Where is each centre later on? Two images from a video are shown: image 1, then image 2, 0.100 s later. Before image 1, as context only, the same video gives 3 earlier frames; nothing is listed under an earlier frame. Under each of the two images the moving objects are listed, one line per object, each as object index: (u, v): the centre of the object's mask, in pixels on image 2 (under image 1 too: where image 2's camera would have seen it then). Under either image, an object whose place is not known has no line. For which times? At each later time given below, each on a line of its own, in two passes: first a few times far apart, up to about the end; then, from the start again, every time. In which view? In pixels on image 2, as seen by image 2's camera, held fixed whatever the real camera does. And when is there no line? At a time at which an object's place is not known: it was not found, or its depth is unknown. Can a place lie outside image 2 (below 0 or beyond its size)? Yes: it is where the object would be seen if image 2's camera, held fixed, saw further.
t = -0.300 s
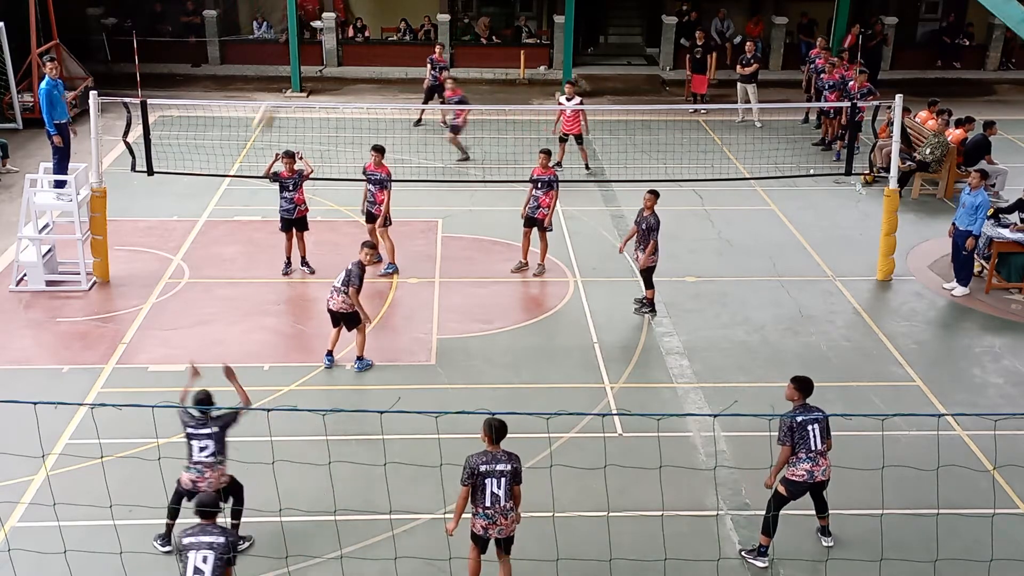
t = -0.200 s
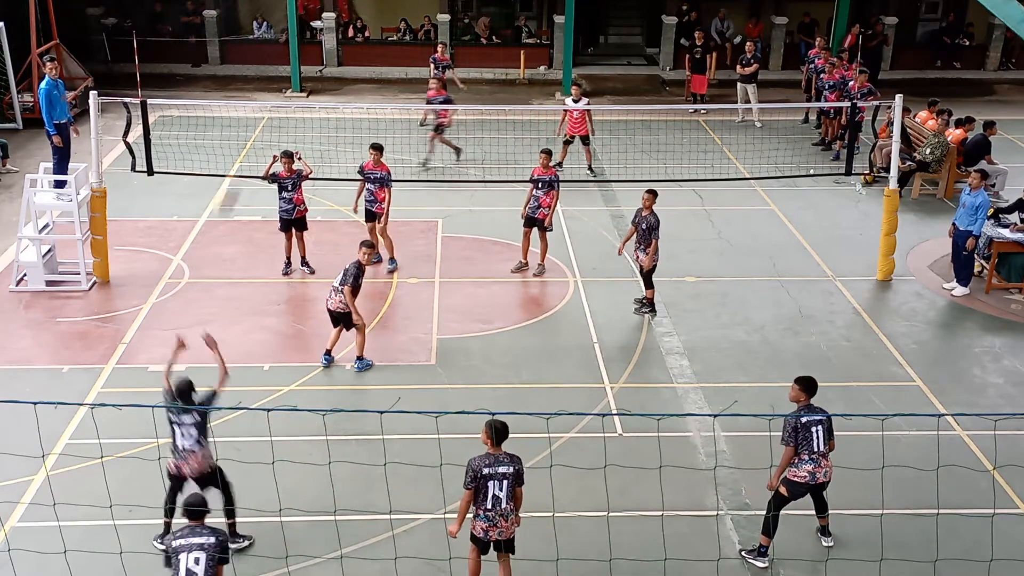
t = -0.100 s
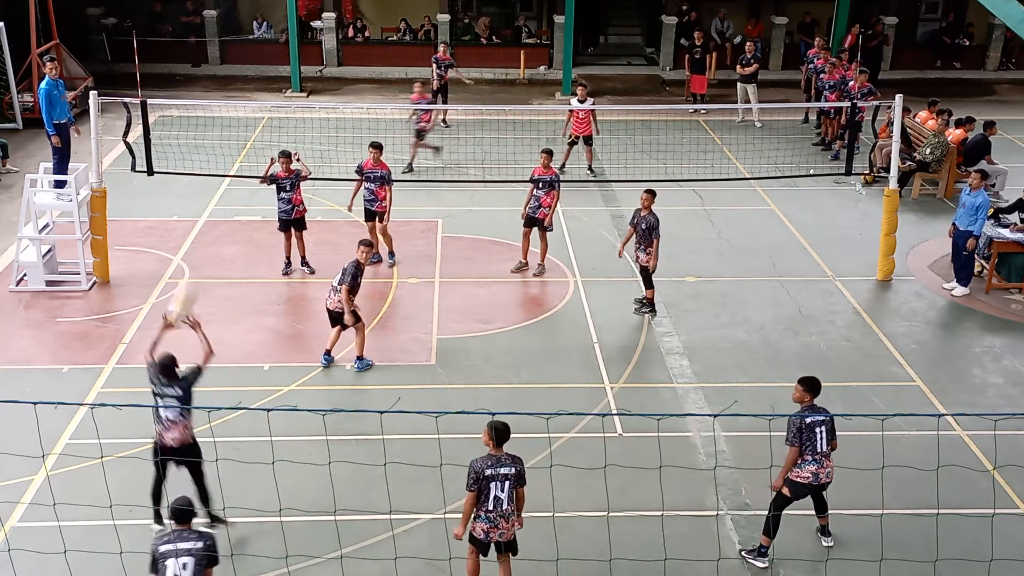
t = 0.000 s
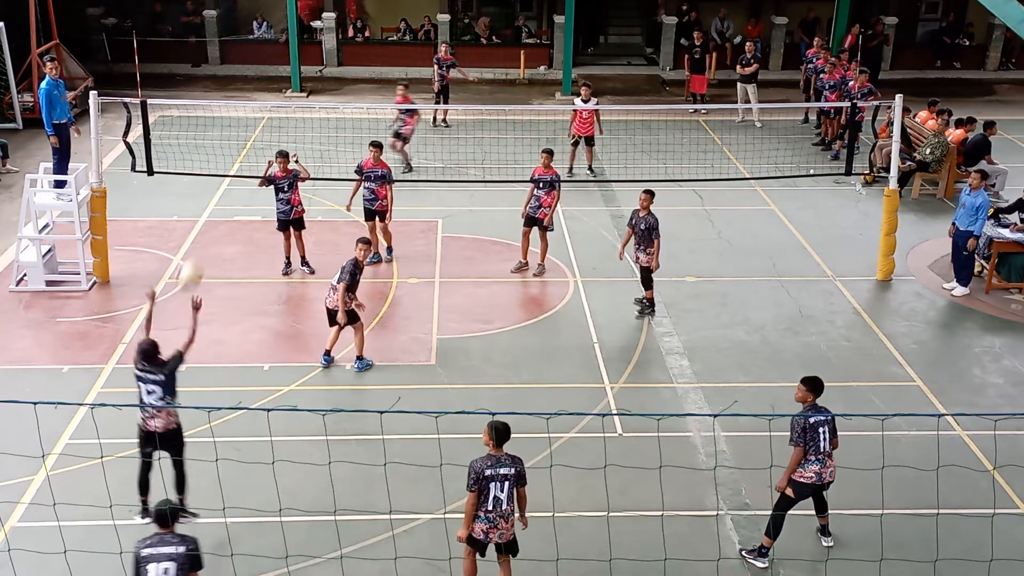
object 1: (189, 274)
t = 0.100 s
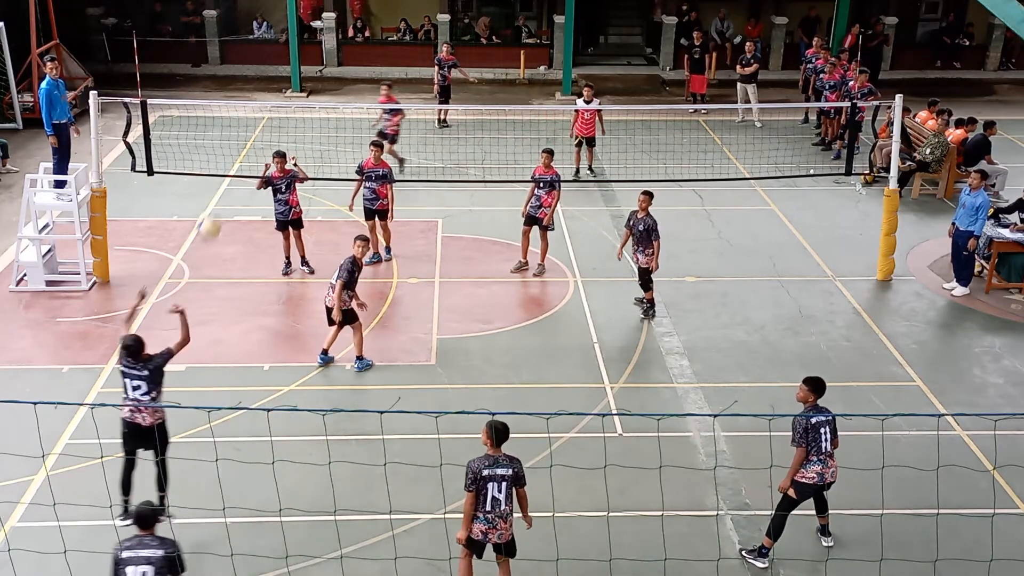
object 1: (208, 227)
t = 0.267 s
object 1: (241, 176)
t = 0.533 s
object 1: (284, 157)
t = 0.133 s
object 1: (215, 214)
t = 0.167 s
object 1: (221, 201)
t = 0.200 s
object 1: (228, 191)
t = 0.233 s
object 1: (233, 182)
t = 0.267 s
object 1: (241, 176)
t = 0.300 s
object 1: (246, 168)
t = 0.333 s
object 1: (251, 163)
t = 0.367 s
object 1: (257, 159)
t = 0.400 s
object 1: (262, 157)
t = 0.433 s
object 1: (268, 156)
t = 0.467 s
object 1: (274, 155)
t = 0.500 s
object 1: (278, 156)
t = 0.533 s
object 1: (284, 157)
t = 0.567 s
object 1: (291, 161)
